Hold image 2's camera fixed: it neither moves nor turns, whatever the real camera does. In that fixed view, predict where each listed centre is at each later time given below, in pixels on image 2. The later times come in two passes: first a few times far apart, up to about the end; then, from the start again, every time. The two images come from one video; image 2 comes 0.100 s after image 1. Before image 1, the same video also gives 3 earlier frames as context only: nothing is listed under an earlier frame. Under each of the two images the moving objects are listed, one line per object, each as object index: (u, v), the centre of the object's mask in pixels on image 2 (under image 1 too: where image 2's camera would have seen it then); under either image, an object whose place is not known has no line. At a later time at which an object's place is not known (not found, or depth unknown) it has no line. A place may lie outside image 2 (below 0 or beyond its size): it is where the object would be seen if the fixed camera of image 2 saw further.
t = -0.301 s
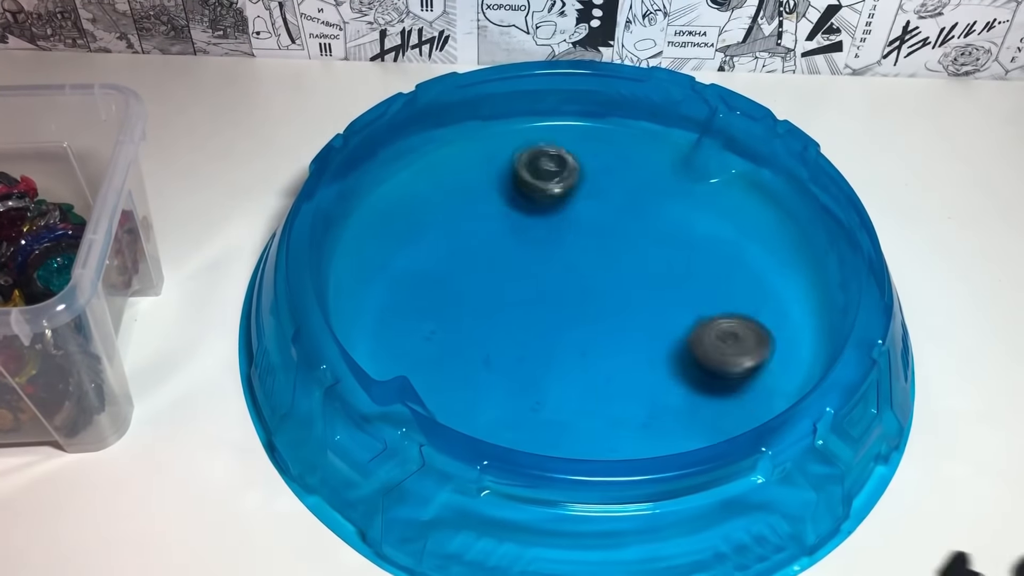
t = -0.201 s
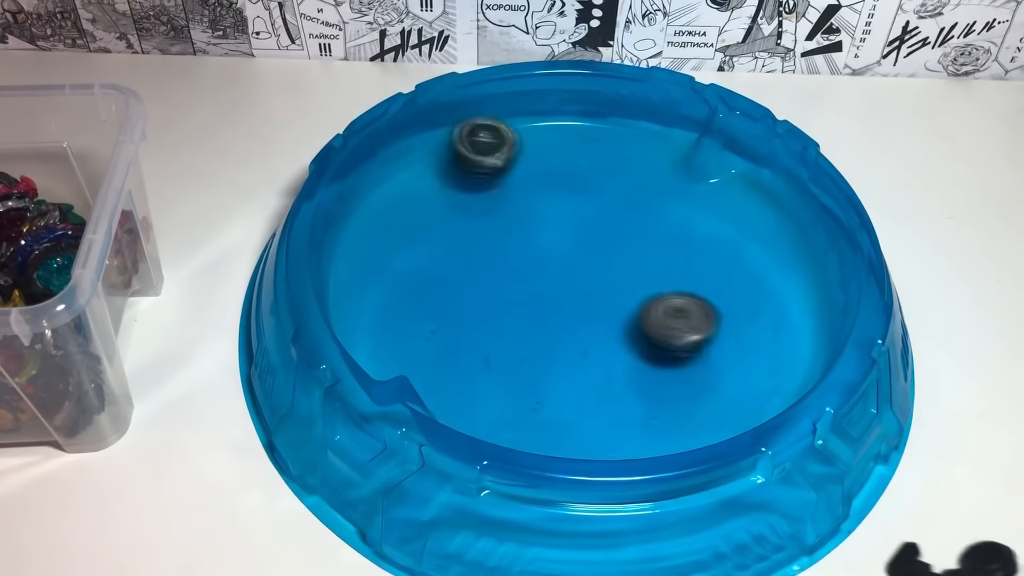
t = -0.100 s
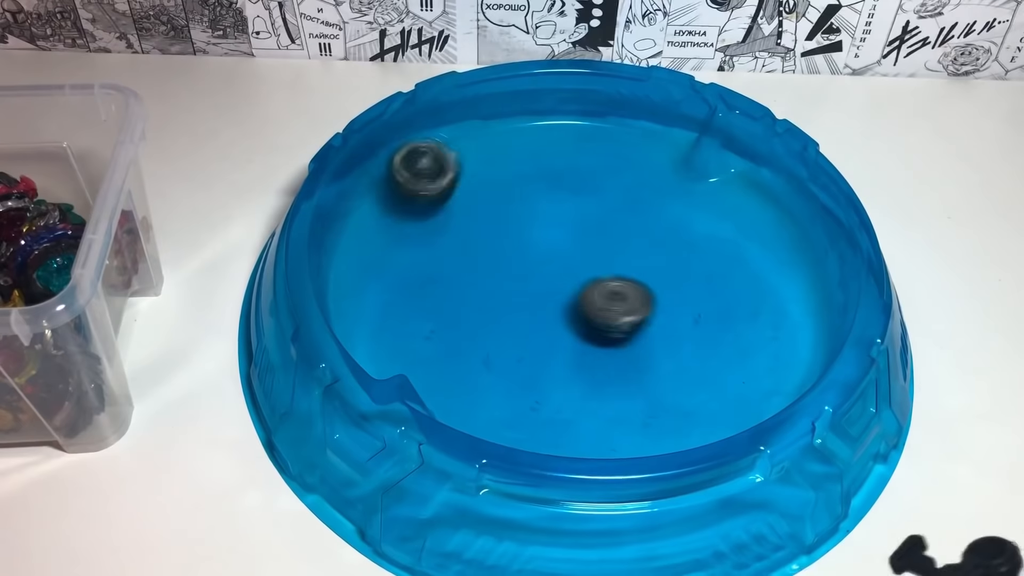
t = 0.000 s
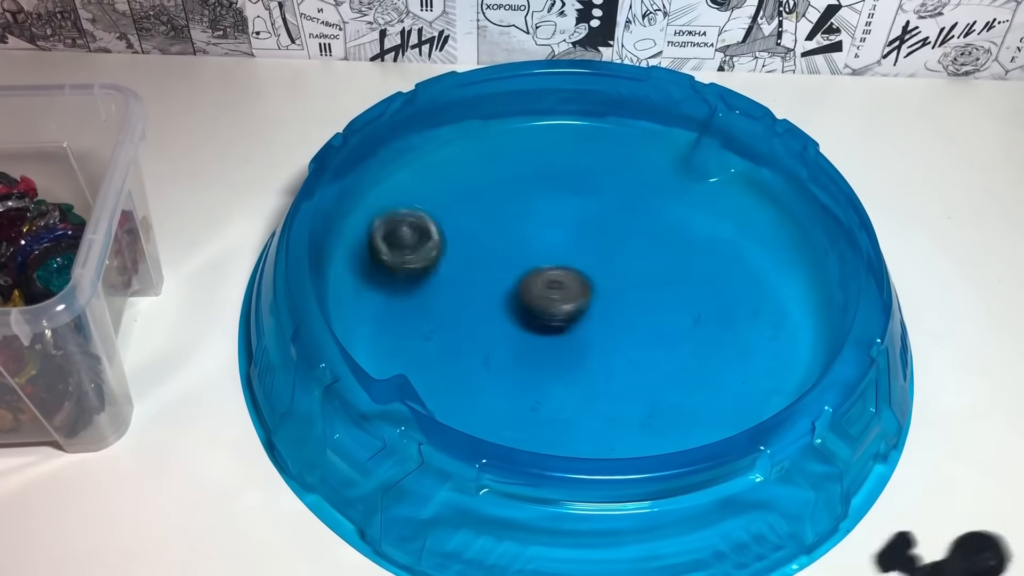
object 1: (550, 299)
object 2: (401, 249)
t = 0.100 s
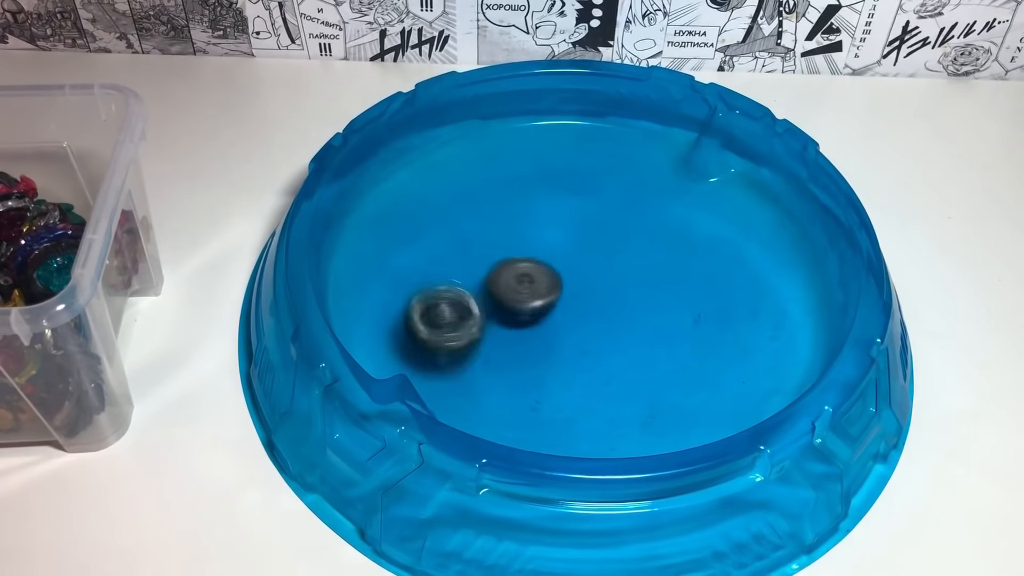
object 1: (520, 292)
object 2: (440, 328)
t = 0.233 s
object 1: (548, 279)
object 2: (545, 404)
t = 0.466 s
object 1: (552, 255)
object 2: (767, 320)
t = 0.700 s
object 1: (548, 244)
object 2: (697, 186)
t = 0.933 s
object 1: (501, 288)
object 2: (568, 235)
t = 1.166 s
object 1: (499, 358)
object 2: (612, 320)
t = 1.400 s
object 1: (581, 373)
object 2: (684, 273)
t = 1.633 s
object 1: (619, 302)
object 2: (544, 243)
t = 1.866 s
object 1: (567, 227)
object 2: (475, 349)
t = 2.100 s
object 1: (482, 200)
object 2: (651, 380)
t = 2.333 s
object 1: (438, 240)
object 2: (646, 241)
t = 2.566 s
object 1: (507, 299)
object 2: (476, 184)
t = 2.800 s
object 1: (622, 293)
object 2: (370, 280)
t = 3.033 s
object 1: (668, 242)
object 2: (542, 372)
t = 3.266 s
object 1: (629, 212)
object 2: (690, 274)
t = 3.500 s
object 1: (555, 229)
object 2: (631, 150)
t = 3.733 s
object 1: (508, 287)
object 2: (466, 177)
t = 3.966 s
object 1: (534, 338)
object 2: (452, 314)
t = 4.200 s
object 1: (679, 360)
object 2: (585, 384)
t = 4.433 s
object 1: (769, 289)
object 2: (599, 293)
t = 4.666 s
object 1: (706, 229)
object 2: (470, 252)
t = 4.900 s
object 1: (575, 215)
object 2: (454, 319)
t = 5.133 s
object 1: (467, 242)
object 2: (578, 283)
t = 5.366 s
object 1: (417, 285)
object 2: (544, 193)
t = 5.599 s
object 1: (449, 327)
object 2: (469, 233)
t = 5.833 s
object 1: (525, 367)
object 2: (590, 277)
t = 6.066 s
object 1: (624, 370)
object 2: (661, 212)
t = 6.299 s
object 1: (660, 312)
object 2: (576, 200)
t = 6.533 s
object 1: (614, 244)
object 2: (547, 295)
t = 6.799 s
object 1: (529, 200)
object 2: (656, 355)
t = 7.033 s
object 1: (465, 209)
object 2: (657, 294)
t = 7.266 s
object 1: (449, 257)
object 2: (544, 270)
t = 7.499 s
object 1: (338, 265)
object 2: (593, 293)
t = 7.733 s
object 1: (421, 295)
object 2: (615, 282)
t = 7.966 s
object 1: (514, 285)
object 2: (595, 264)
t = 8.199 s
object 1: (489, 285)
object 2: (628, 221)
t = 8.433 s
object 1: (526, 278)
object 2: (581, 226)
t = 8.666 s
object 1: (517, 300)
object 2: (586, 241)
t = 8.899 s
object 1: (533, 305)
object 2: (599, 263)
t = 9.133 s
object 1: (475, 304)
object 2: (663, 260)
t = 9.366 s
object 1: (457, 287)
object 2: (653, 240)
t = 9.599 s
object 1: (491, 267)
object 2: (582, 268)
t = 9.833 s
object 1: (516, 251)
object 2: (579, 318)
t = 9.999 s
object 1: (551, 250)
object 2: (598, 335)
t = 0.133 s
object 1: (531, 288)
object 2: (454, 353)
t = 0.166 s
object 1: (539, 285)
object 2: (477, 375)
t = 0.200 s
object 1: (544, 282)
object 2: (507, 391)
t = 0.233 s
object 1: (548, 279)
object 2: (545, 404)
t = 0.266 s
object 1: (550, 276)
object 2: (587, 410)
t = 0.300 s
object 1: (551, 272)
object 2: (628, 409)
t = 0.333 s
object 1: (552, 268)
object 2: (667, 401)
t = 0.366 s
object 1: (552, 265)
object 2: (705, 387)
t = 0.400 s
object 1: (552, 261)
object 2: (734, 367)
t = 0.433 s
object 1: (552, 258)
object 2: (756, 345)
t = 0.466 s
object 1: (552, 255)
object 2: (767, 320)
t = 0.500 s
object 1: (551, 252)
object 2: (774, 292)
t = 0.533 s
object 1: (550, 250)
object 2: (774, 265)
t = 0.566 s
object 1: (550, 248)
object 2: (770, 236)
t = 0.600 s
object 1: (549, 246)
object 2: (757, 211)
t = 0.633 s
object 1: (549, 245)
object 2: (739, 189)
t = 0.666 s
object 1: (548, 245)
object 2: (720, 175)
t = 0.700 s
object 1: (548, 244)
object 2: (697, 186)
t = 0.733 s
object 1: (549, 244)
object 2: (677, 197)
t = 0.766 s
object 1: (550, 245)
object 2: (650, 199)
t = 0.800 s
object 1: (551, 246)
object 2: (624, 206)
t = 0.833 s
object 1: (545, 251)
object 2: (604, 211)
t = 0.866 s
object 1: (527, 263)
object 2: (590, 216)
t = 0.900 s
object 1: (512, 276)
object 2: (578, 224)
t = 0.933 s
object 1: (501, 288)
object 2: (568, 235)
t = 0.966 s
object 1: (493, 299)
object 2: (561, 248)
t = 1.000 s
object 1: (488, 310)
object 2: (559, 262)
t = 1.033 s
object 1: (485, 321)
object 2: (561, 277)
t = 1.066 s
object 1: (485, 331)
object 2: (568, 290)
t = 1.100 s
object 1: (487, 341)
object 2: (579, 303)
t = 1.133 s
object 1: (492, 350)
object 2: (594, 313)
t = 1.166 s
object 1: (499, 358)
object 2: (612, 320)
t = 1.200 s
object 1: (508, 365)
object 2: (632, 325)
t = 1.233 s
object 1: (518, 371)
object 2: (652, 325)
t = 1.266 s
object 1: (529, 375)
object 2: (669, 320)
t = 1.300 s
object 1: (542, 377)
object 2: (682, 312)
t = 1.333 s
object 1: (554, 378)
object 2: (689, 300)
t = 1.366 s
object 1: (568, 377)
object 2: (689, 287)
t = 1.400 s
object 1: (581, 373)
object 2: (684, 273)
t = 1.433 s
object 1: (595, 366)
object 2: (673, 260)
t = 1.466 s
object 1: (605, 358)
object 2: (658, 249)
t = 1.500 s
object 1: (612, 347)
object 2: (638, 242)
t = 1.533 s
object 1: (617, 337)
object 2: (615, 237)
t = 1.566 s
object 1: (620, 325)
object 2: (592, 235)
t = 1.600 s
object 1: (620, 314)
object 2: (568, 237)
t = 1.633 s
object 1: (619, 302)
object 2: (544, 243)
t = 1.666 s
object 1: (616, 290)
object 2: (522, 251)
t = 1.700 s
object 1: (611, 278)
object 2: (503, 263)
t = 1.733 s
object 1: (604, 266)
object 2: (488, 277)
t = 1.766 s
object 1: (597, 255)
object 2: (476, 294)
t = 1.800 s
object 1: (587, 245)
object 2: (470, 311)
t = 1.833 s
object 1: (577, 235)
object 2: (468, 330)
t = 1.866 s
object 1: (567, 227)
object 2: (475, 349)
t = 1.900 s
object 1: (555, 219)
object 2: (487, 367)
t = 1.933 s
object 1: (543, 213)
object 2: (507, 381)
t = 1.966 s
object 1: (531, 208)
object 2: (533, 391)
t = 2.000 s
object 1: (518, 204)
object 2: (564, 396)
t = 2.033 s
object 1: (506, 201)
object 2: (593, 396)
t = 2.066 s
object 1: (494, 200)
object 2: (625, 391)
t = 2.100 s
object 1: (482, 200)
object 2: (651, 380)
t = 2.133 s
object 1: (470, 201)
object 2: (671, 364)
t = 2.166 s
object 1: (459, 205)
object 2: (682, 344)
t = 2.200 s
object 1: (451, 210)
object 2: (686, 322)
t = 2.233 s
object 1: (444, 216)
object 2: (684, 300)
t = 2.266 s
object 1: (439, 223)
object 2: (675, 279)
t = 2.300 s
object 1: (437, 231)
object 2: (662, 258)
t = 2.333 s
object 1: (438, 240)
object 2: (646, 241)
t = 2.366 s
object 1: (440, 249)
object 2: (627, 225)
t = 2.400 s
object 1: (446, 259)
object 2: (604, 211)
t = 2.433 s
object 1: (453, 269)
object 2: (580, 201)
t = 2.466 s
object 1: (463, 278)
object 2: (554, 193)
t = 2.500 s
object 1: (476, 287)
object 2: (529, 186)
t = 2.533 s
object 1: (490, 294)
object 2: (503, 184)
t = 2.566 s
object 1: (507, 299)
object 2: (476, 184)
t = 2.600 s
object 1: (524, 302)
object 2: (451, 187)
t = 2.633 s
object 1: (541, 305)
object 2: (427, 195)
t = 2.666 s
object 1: (559, 305)
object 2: (406, 206)
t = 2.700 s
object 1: (576, 304)
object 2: (388, 221)
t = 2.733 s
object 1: (592, 301)
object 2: (374, 240)
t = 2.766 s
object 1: (608, 298)
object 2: (368, 260)
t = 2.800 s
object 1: (622, 293)
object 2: (370, 280)
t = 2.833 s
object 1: (634, 288)
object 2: (378, 302)
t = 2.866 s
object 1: (645, 281)
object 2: (395, 322)
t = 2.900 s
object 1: (654, 274)
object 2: (416, 341)
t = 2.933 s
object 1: (661, 265)
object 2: (444, 356)
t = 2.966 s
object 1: (666, 257)
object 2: (474, 367)
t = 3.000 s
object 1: (668, 249)
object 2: (508, 371)
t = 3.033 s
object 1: (668, 242)
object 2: (542, 372)
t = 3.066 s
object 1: (667, 235)
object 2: (575, 367)
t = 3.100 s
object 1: (664, 230)
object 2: (607, 359)
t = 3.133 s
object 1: (659, 224)
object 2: (632, 347)
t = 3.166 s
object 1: (653, 220)
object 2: (654, 331)
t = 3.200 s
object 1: (646, 216)
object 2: (671, 313)
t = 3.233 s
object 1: (638, 213)
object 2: (683, 294)
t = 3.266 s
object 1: (629, 212)
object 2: (690, 274)
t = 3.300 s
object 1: (619, 210)
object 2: (695, 252)
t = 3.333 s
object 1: (609, 211)
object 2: (695, 232)
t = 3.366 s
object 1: (599, 212)
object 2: (690, 213)
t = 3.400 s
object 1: (588, 215)
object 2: (681, 194)
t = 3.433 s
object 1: (577, 218)
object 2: (669, 176)
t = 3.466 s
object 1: (566, 223)
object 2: (652, 162)
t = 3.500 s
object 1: (555, 229)
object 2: (631, 150)
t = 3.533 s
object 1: (544, 235)
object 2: (607, 142)
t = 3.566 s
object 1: (536, 243)
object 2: (582, 136)
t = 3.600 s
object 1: (528, 251)
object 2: (557, 139)
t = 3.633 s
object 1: (520, 259)
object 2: (529, 145)
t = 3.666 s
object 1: (515, 269)
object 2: (506, 152)
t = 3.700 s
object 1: (511, 278)
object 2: (485, 163)
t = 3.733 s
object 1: (508, 287)
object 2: (466, 177)
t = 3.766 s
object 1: (506, 297)
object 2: (450, 194)
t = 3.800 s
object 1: (507, 306)
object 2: (440, 212)
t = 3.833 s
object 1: (509, 314)
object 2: (434, 233)
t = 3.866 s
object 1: (512, 321)
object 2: (432, 253)
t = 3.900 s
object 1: (516, 327)
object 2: (435, 274)
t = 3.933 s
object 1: (521, 333)
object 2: (444, 295)
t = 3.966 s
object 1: (534, 338)
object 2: (452, 314)
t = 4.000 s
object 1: (556, 348)
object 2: (459, 329)
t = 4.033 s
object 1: (576, 355)
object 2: (473, 345)
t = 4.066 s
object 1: (593, 361)
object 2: (491, 359)
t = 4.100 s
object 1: (611, 362)
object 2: (517, 370)
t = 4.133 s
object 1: (636, 364)
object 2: (538, 379)
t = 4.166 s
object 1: (658, 362)
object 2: (561, 383)
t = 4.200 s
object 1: (679, 360)
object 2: (585, 384)
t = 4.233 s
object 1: (704, 354)
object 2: (601, 378)
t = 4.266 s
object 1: (724, 345)
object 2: (614, 368)
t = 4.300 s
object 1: (740, 336)
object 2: (622, 353)
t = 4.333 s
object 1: (752, 324)
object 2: (624, 339)
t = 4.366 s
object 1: (760, 313)
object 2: (620, 322)
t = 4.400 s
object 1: (766, 301)
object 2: (612, 307)
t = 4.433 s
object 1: (769, 289)
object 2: (599, 293)
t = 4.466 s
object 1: (770, 277)
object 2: (585, 281)
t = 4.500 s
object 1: (767, 266)
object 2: (568, 270)
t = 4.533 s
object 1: (761, 255)
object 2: (549, 261)
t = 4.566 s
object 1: (753, 246)
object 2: (528, 255)
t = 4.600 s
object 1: (736, 244)
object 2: (509, 251)
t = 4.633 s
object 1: (724, 233)
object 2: (490, 250)
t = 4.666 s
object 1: (706, 229)
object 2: (470, 252)
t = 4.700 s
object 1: (689, 224)
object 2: (452, 256)
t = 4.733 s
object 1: (671, 220)
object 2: (439, 263)
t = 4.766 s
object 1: (652, 217)
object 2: (430, 273)
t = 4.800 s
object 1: (633, 215)
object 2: (426, 285)
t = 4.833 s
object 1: (613, 214)
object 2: (430, 297)
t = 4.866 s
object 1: (594, 214)
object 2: (440, 309)
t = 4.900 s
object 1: (575, 215)
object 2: (454, 319)
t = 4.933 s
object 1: (556, 218)
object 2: (474, 326)
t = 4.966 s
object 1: (538, 221)
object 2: (494, 327)
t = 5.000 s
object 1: (521, 224)
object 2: (515, 325)
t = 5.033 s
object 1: (506, 228)
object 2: (534, 318)
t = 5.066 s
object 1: (492, 233)
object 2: (552, 309)
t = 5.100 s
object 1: (479, 237)
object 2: (567, 297)
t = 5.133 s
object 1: (467, 242)
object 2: (578, 283)
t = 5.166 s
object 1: (457, 247)
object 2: (584, 268)
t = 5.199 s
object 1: (448, 252)
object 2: (588, 253)
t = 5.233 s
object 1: (439, 258)
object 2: (585, 238)
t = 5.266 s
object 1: (431, 264)
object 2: (580, 224)
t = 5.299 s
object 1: (425, 270)
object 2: (571, 212)
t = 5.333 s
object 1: (420, 277)
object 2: (559, 201)
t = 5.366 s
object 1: (417, 285)
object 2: (544, 193)
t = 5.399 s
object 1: (416, 292)
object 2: (529, 188)
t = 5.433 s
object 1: (416, 299)
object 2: (514, 187)
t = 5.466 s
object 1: (419, 305)
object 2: (499, 190)
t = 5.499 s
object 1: (424, 312)
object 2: (485, 197)
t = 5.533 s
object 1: (431, 317)
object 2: (475, 207)
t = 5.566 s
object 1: (439, 322)
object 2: (469, 219)
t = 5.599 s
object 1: (449, 327)
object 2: (469, 233)
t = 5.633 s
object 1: (461, 330)
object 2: (475, 248)
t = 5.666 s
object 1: (475, 333)
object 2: (486, 260)
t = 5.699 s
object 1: (488, 333)
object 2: (504, 268)
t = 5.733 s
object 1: (500, 335)
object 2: (524, 274)
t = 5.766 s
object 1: (507, 348)
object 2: (545, 279)
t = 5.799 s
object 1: (516, 359)
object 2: (568, 280)
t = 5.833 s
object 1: (525, 367)
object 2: (590, 277)
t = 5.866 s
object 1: (537, 375)
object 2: (608, 273)
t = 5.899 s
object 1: (550, 380)
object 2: (626, 265)
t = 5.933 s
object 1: (569, 376)
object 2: (640, 256)
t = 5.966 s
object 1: (584, 377)
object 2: (652, 246)
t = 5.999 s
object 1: (598, 376)
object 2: (659, 234)
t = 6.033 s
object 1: (612, 374)
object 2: (662, 223)
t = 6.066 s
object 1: (624, 370)
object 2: (661, 212)
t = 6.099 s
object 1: (635, 365)
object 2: (656, 201)
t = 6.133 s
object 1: (644, 359)
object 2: (647, 193)
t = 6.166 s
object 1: (651, 352)
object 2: (635, 188)
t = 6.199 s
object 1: (657, 342)
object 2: (621, 186)
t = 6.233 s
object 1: (660, 332)
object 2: (606, 187)
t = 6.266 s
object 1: (661, 323)
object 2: (591, 192)
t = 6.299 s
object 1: (660, 312)
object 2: (576, 200)
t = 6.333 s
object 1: (658, 301)
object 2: (564, 209)
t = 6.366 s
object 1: (653, 291)
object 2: (554, 222)
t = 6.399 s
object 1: (648, 280)
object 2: (546, 236)
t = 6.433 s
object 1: (639, 272)
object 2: (542, 251)
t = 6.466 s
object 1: (632, 262)
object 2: (541, 266)
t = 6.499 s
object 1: (624, 253)
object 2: (543, 281)
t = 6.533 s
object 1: (614, 244)
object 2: (547, 295)
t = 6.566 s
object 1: (605, 236)
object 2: (554, 308)
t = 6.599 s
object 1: (594, 229)
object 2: (564, 321)
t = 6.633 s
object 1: (584, 222)
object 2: (576, 333)
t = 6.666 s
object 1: (573, 216)
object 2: (590, 343)
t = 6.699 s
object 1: (562, 211)
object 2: (605, 352)
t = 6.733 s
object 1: (551, 207)
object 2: (621, 357)
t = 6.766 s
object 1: (540, 203)
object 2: (638, 359)
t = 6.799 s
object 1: (529, 200)
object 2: (656, 355)
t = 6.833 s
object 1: (518, 199)
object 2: (667, 354)
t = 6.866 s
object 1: (508, 198)
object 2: (675, 347)
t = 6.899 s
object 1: (497, 198)
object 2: (682, 338)
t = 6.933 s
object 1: (488, 199)
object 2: (682, 327)
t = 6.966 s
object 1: (479, 201)
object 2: (678, 316)
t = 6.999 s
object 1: (472, 205)
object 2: (669, 304)
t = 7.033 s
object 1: (465, 209)
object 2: (657, 294)
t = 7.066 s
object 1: (461, 215)
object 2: (643, 286)
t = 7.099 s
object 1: (458, 221)
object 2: (627, 279)
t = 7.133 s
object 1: (456, 228)
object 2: (607, 273)
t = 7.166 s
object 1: (456, 236)
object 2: (589, 269)
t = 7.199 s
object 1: (457, 243)
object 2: (571, 267)
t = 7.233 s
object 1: (461, 251)
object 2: (552, 267)
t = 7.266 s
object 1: (449, 257)
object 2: (544, 270)
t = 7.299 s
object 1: (417, 256)
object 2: (552, 275)
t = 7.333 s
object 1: (389, 256)
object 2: (559, 281)
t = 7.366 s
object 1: (370, 255)
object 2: (565, 285)
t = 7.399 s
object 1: (357, 253)
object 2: (572, 288)
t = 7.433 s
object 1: (347, 257)
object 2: (580, 290)
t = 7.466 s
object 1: (340, 261)
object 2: (587, 292)
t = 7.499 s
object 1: (338, 265)
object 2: (593, 293)
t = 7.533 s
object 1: (346, 271)
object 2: (598, 292)
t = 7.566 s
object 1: (356, 276)
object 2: (604, 292)
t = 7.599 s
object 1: (367, 281)
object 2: (607, 291)
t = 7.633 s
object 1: (380, 286)
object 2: (611, 290)
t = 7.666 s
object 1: (393, 290)
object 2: (613, 287)
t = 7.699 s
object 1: (407, 292)
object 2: (615, 285)
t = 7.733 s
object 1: (421, 295)
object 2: (615, 282)
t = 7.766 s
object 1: (436, 295)
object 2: (614, 279)
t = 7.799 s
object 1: (452, 295)
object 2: (611, 276)
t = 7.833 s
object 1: (467, 296)
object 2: (607, 273)
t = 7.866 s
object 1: (483, 294)
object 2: (601, 270)
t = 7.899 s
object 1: (498, 291)
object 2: (597, 269)
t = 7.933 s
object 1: (514, 287)
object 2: (592, 267)
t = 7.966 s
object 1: (514, 285)
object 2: (595, 264)
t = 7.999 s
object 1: (500, 285)
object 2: (605, 260)
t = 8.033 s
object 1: (490, 285)
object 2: (615, 254)
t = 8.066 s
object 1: (485, 284)
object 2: (622, 246)
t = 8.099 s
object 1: (484, 284)
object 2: (628, 239)
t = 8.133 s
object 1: (484, 284)
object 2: (631, 232)
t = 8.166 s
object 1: (486, 285)
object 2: (630, 225)
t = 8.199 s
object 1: (489, 285)
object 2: (628, 221)
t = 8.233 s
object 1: (493, 285)
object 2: (623, 217)
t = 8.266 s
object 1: (497, 284)
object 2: (618, 215)
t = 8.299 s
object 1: (503, 283)
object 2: (611, 215)
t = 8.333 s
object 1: (508, 282)
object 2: (604, 215)
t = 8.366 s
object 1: (514, 281)
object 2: (596, 218)
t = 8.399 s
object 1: (519, 279)
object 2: (588, 222)
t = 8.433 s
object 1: (526, 278)
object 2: (581, 226)
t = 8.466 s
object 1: (529, 277)
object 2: (577, 230)
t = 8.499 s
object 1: (522, 284)
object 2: (577, 232)
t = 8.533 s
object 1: (518, 289)
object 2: (578, 233)
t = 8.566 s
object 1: (516, 292)
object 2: (579, 235)
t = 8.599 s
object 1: (517, 295)
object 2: (582, 237)
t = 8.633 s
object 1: (517, 298)
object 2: (584, 238)
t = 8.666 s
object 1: (517, 300)
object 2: (586, 241)
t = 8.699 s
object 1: (519, 302)
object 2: (588, 244)
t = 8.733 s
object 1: (521, 304)
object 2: (590, 246)
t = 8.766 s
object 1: (522, 305)
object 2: (592, 249)
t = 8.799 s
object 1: (525, 305)
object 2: (593, 253)
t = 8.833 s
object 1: (527, 306)
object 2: (595, 256)
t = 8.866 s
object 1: (530, 306)
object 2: (597, 260)
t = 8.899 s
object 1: (533, 305)
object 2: (599, 263)
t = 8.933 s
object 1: (536, 304)
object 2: (601, 267)
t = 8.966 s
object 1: (533, 304)
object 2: (605, 271)
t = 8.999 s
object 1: (514, 306)
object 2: (619, 270)
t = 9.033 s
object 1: (500, 307)
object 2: (632, 269)
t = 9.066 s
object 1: (491, 306)
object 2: (644, 266)
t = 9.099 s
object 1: (482, 305)
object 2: (654, 264)
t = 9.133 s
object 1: (475, 304)
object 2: (663, 260)
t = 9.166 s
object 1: (470, 302)
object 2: (670, 255)
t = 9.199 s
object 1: (465, 300)
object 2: (674, 250)
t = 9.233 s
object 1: (462, 297)
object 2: (674, 246)
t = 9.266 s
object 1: (459, 295)
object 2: (672, 243)
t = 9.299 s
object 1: (457, 293)
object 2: (667, 240)
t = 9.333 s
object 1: (457, 290)
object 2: (661, 240)
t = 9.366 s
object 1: (457, 287)
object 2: (653, 240)
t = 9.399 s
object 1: (460, 284)
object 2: (643, 240)
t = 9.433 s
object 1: (462, 281)
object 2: (632, 242)
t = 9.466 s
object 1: (466, 278)
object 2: (620, 247)
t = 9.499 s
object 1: (471, 275)
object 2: (610, 251)
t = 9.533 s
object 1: (477, 272)
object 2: (599, 256)
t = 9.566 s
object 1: (484, 270)
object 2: (590, 262)
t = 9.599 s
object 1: (491, 267)
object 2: (582, 268)
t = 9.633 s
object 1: (495, 265)
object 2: (577, 274)
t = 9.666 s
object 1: (493, 261)
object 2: (576, 281)
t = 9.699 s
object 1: (494, 258)
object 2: (575, 290)
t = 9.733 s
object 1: (499, 256)
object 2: (574, 297)
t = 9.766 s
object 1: (504, 254)
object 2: (575, 305)
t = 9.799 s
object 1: (510, 252)
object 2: (577, 311)
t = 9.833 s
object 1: (516, 251)
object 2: (579, 318)
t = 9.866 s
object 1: (522, 250)
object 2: (582, 324)
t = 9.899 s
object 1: (529, 250)
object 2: (587, 330)
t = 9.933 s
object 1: (536, 250)
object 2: (591, 333)
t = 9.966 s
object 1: (543, 250)
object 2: (594, 335)
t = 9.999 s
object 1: (551, 250)
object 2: (598, 335)
